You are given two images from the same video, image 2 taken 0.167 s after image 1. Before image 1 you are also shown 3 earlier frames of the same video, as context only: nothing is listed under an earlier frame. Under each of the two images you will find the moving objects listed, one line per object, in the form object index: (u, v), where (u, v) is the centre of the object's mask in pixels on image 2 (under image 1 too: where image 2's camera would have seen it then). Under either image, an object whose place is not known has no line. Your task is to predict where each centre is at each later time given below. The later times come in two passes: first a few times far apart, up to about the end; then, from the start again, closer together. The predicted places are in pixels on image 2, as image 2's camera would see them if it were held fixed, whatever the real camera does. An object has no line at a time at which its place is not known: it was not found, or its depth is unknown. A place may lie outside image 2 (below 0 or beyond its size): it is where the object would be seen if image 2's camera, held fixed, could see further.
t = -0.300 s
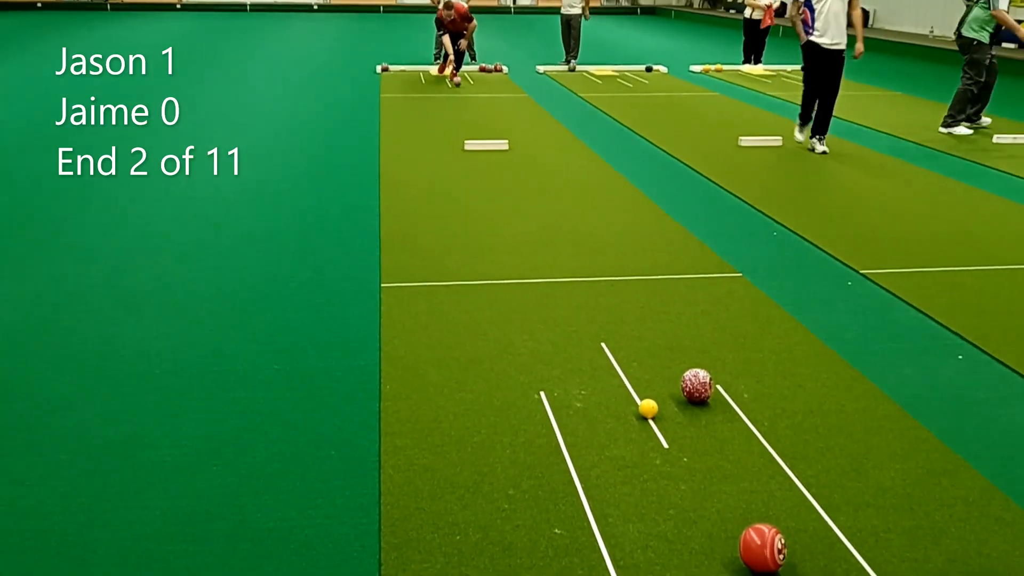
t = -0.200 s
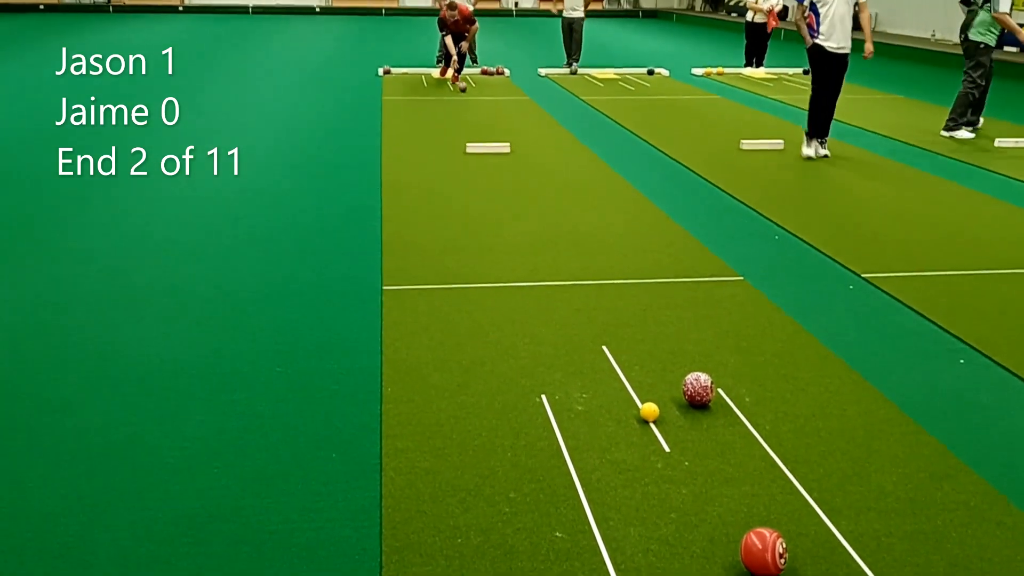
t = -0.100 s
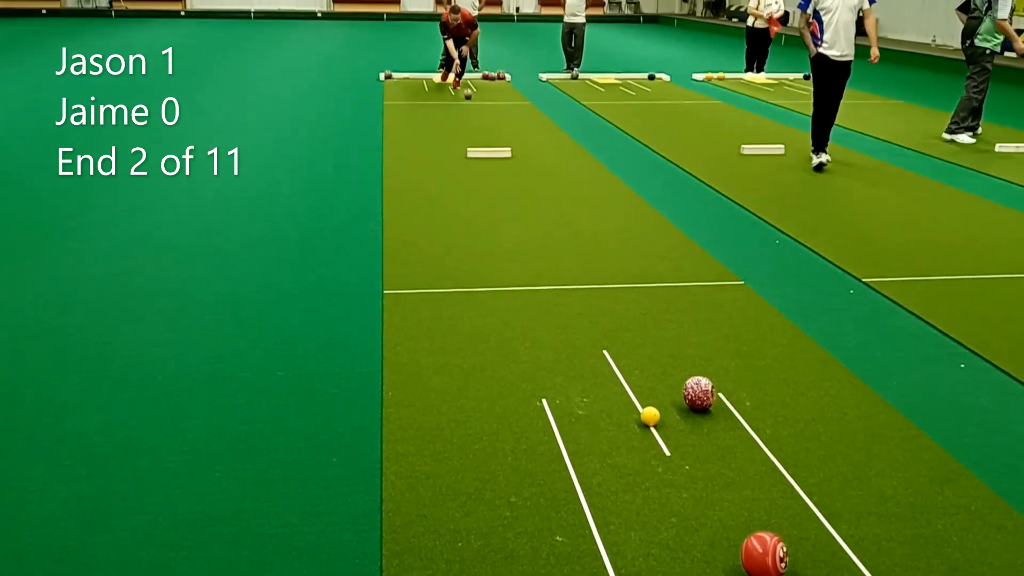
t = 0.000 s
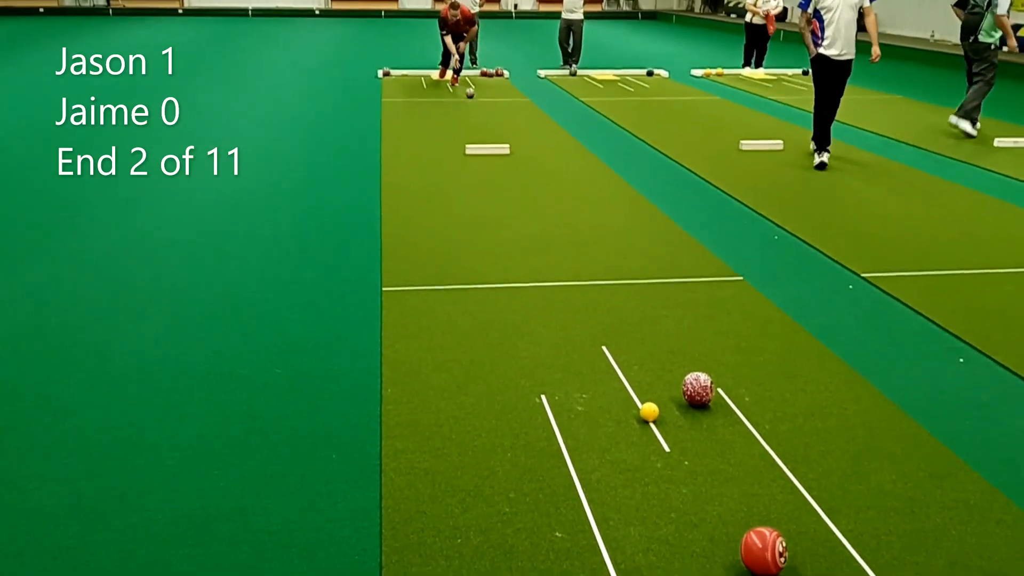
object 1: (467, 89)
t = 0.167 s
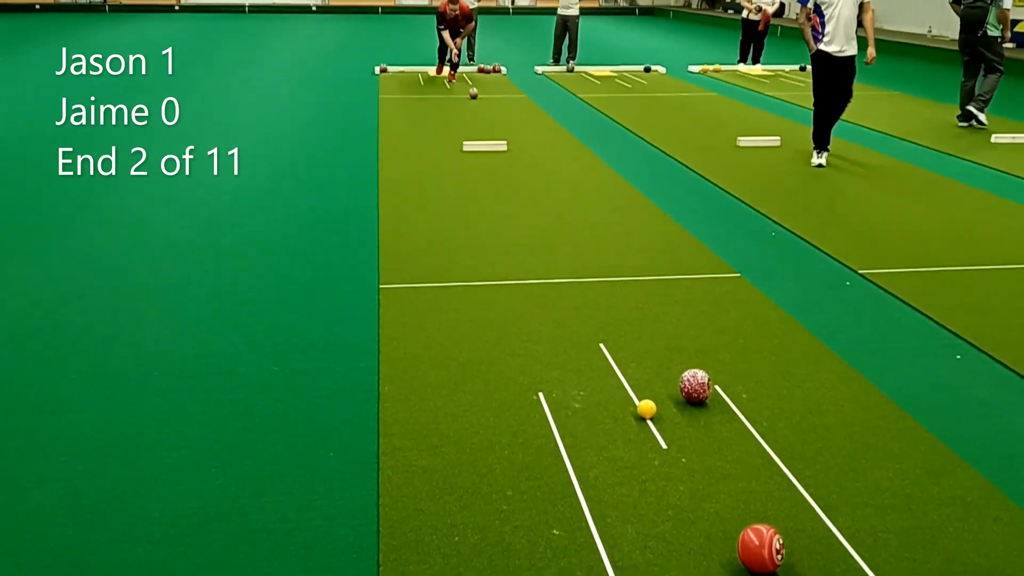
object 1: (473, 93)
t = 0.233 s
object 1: (476, 95)
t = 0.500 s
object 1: (487, 101)
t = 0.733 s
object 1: (496, 107)
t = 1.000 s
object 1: (506, 115)
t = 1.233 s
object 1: (516, 121)
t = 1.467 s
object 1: (525, 128)
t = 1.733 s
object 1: (536, 137)
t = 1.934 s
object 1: (544, 144)
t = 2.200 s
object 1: (555, 154)
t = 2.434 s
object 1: (564, 164)
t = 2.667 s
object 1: (574, 173)
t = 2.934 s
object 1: (584, 185)
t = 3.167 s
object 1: (593, 196)
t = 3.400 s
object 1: (602, 208)
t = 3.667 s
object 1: (612, 221)
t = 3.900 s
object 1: (619, 234)
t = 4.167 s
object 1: (627, 250)
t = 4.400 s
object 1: (634, 264)
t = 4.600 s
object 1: (639, 277)
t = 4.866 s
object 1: (644, 294)
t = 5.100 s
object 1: (648, 311)
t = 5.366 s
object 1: (652, 329)
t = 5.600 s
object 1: (654, 346)
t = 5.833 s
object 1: (655, 363)
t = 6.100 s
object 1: (654, 382)
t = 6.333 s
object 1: (655, 393)
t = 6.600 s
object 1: (655, 402)
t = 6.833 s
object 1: (653, 408)
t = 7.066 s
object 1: (650, 411)
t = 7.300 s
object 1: (646, 414)
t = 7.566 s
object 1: (638, 414)
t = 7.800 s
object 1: (626, 416)
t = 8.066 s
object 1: (617, 413)
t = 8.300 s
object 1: (623, 415)
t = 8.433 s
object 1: (628, 415)
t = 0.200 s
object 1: (475, 94)
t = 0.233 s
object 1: (476, 95)
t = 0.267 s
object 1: (477, 96)
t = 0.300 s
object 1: (479, 96)
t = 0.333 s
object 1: (480, 97)
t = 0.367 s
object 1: (481, 98)
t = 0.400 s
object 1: (483, 99)
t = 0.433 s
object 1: (484, 100)
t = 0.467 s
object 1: (485, 100)
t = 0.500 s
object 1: (487, 101)
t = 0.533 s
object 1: (488, 102)
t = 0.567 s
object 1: (489, 103)
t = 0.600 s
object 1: (490, 104)
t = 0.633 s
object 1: (492, 105)
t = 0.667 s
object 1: (493, 105)
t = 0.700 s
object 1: (494, 106)
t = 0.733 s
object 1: (496, 107)
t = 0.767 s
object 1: (497, 108)
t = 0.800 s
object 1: (498, 109)
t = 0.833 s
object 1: (500, 110)
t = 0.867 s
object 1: (501, 111)
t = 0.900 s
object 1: (502, 112)
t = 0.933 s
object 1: (504, 112)
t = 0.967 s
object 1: (505, 113)
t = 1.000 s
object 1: (506, 115)
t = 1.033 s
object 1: (508, 115)
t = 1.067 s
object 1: (509, 117)
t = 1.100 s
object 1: (511, 117)
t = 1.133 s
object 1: (512, 119)
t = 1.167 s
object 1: (513, 119)
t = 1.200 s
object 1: (514, 120)
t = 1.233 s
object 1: (516, 121)
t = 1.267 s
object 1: (517, 123)
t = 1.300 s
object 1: (519, 123)
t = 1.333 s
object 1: (520, 124)
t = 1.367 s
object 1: (521, 125)
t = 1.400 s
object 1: (523, 126)
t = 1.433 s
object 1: (524, 127)
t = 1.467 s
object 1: (525, 128)
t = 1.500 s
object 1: (527, 129)
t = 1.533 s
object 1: (528, 131)
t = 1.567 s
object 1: (529, 132)
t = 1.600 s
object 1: (531, 133)
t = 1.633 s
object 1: (532, 134)
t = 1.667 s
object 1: (533, 135)
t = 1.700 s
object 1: (535, 136)
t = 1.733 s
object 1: (536, 137)
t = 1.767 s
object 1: (538, 138)
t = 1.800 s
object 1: (539, 140)
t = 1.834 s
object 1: (540, 141)
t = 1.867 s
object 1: (542, 142)
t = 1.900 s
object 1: (543, 143)
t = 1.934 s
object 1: (544, 144)
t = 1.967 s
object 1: (546, 145)
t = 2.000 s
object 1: (547, 147)
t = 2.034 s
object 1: (549, 148)
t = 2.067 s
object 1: (550, 149)
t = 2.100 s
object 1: (551, 150)
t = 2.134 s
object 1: (552, 151)
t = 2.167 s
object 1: (554, 153)
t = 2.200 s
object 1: (555, 154)
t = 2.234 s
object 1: (557, 155)
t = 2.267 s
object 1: (558, 157)
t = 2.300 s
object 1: (559, 158)
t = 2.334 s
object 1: (560, 159)
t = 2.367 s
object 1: (562, 161)
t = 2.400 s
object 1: (563, 162)
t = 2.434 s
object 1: (564, 164)
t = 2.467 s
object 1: (566, 165)
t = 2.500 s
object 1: (567, 166)
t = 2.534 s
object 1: (568, 168)
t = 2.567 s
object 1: (570, 169)
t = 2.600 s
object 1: (571, 170)
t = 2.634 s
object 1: (572, 172)
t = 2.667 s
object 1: (574, 173)
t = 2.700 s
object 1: (575, 174)
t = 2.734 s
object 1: (577, 176)
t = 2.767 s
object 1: (578, 178)
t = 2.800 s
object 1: (579, 179)
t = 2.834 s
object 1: (580, 180)
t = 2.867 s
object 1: (582, 182)
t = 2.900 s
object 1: (583, 183)
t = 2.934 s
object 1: (584, 185)
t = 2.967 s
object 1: (585, 186)
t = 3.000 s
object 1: (587, 188)
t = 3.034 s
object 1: (588, 190)
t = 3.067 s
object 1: (589, 191)
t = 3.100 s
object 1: (591, 193)
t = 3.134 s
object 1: (592, 194)
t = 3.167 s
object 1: (593, 196)
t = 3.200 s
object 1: (595, 198)
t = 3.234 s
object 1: (596, 199)
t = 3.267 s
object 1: (597, 201)
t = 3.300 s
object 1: (598, 203)
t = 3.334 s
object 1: (600, 204)
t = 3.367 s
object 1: (601, 206)
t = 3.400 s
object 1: (602, 208)
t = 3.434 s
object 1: (603, 209)
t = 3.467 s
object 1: (605, 211)
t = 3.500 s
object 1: (606, 213)
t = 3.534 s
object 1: (607, 215)
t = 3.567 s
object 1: (608, 216)
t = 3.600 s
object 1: (609, 218)
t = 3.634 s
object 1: (610, 220)
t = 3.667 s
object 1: (612, 221)
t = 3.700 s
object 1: (613, 223)
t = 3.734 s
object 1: (614, 225)
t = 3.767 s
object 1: (615, 227)
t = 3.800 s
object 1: (616, 229)
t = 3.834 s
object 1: (617, 231)
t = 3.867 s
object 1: (618, 232)
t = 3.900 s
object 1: (619, 234)
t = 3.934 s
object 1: (620, 236)
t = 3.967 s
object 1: (621, 238)
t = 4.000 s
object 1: (622, 240)
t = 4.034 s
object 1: (623, 242)
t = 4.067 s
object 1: (625, 244)
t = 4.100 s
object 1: (625, 246)
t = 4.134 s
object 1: (626, 248)
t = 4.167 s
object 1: (627, 250)
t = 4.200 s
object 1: (628, 252)
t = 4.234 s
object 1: (629, 254)
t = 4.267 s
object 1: (630, 256)
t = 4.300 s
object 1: (631, 258)
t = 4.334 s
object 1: (632, 260)
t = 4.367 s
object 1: (633, 262)
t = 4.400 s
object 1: (634, 264)
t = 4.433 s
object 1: (635, 266)
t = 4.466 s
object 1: (636, 268)
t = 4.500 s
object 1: (637, 270)
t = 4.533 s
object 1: (637, 273)
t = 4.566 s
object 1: (638, 275)
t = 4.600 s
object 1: (639, 277)
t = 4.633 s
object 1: (640, 279)
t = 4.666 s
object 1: (641, 281)
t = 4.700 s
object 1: (641, 284)
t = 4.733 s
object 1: (642, 286)
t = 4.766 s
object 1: (643, 288)
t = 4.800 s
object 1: (643, 290)
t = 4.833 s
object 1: (644, 293)
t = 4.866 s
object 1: (644, 294)
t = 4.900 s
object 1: (645, 297)
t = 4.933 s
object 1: (646, 299)
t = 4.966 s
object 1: (646, 302)
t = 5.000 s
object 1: (647, 304)
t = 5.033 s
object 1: (647, 306)
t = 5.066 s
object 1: (648, 308)
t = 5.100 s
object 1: (648, 311)
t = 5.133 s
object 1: (649, 313)
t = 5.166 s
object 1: (649, 315)
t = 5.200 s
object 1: (650, 318)
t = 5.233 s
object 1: (651, 320)
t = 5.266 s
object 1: (651, 322)
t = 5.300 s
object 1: (651, 324)
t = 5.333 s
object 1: (652, 327)
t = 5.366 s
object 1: (652, 329)
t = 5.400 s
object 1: (652, 332)
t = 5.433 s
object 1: (653, 334)
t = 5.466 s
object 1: (653, 337)
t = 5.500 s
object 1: (653, 339)
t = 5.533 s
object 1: (653, 341)
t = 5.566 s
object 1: (653, 344)
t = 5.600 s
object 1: (654, 346)
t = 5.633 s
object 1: (654, 349)
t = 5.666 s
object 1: (654, 351)
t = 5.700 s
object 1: (654, 354)
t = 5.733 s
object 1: (654, 356)
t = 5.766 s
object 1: (654, 358)
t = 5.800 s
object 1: (654, 361)
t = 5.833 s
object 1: (655, 363)
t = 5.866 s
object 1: (655, 365)
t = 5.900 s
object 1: (655, 368)
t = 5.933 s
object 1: (655, 370)
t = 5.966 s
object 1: (654, 372)
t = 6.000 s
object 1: (654, 375)
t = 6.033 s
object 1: (654, 378)
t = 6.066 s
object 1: (654, 380)
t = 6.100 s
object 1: (654, 382)
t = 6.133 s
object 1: (654, 384)
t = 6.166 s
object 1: (654, 386)
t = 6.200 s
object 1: (654, 387)
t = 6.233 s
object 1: (654, 389)
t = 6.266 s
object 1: (654, 390)
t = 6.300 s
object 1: (654, 392)
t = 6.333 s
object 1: (655, 393)
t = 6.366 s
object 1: (655, 394)
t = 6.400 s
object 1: (655, 396)
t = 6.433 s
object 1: (655, 397)
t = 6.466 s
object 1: (655, 398)
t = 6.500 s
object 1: (655, 399)
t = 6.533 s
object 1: (655, 400)
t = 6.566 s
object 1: (655, 401)
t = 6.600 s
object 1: (655, 402)
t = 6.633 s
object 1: (655, 403)
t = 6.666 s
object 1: (655, 404)
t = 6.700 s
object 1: (655, 405)
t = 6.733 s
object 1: (654, 406)
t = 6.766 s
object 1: (654, 407)
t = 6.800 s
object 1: (653, 408)
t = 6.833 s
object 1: (653, 408)
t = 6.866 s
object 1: (652, 409)
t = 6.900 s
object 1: (652, 409)
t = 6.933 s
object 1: (651, 410)
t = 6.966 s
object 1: (651, 410)
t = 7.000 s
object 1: (650, 411)
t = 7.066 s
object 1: (650, 411)
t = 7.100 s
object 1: (649, 412)
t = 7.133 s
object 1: (649, 412)
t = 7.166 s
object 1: (648, 412)
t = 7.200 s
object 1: (648, 413)
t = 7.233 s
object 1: (647, 413)
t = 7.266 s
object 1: (646, 413)
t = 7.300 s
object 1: (646, 414)
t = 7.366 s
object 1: (644, 414)
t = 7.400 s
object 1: (643, 414)
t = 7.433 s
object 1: (642, 414)
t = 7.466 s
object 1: (642, 414)
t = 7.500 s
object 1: (640, 415)
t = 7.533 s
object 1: (639, 414)
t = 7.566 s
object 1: (638, 414)
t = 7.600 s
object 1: (637, 414)
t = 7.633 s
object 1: (635, 414)
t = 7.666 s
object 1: (634, 414)
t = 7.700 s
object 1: (632, 415)
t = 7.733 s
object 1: (630, 415)
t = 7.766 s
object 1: (628, 415)
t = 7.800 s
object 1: (626, 416)
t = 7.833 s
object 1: (624, 415)
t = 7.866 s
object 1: (622, 416)
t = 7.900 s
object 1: (620, 415)
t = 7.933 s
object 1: (619, 414)
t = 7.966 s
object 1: (618, 414)
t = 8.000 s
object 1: (617, 414)
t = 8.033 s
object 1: (617, 413)
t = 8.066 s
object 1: (617, 413)
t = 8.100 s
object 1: (617, 414)
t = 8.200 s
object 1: (620, 414)
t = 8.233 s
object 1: (621, 415)
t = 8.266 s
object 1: (622, 415)
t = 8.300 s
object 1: (623, 415)
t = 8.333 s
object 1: (624, 414)
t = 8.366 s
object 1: (627, 415)
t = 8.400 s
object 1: (627, 415)
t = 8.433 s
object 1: (628, 415)
